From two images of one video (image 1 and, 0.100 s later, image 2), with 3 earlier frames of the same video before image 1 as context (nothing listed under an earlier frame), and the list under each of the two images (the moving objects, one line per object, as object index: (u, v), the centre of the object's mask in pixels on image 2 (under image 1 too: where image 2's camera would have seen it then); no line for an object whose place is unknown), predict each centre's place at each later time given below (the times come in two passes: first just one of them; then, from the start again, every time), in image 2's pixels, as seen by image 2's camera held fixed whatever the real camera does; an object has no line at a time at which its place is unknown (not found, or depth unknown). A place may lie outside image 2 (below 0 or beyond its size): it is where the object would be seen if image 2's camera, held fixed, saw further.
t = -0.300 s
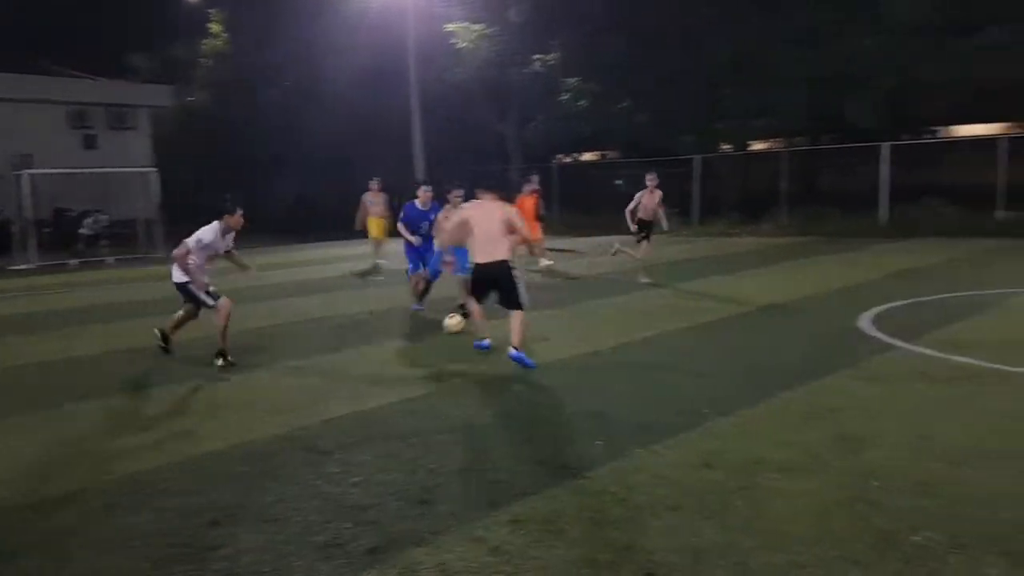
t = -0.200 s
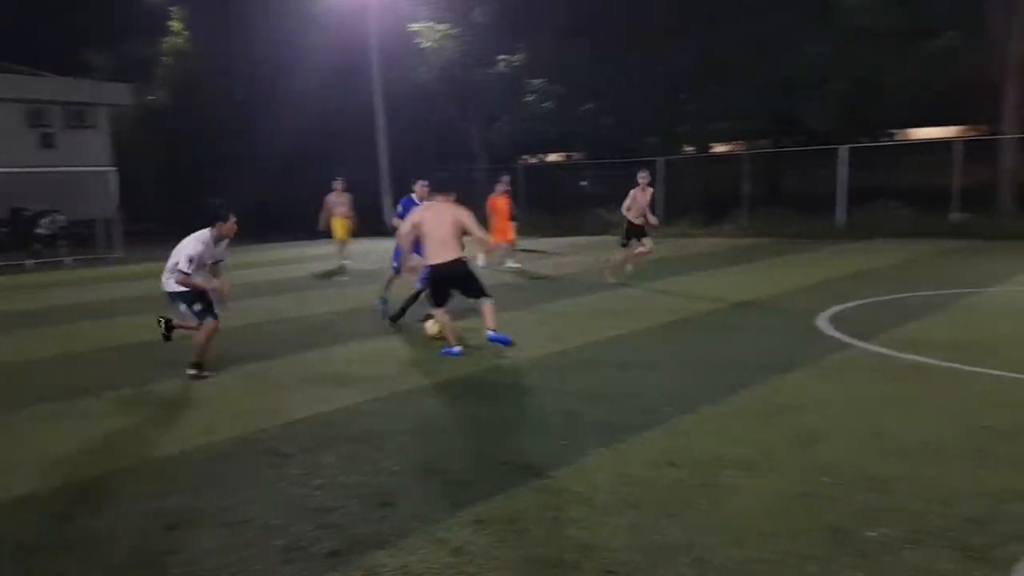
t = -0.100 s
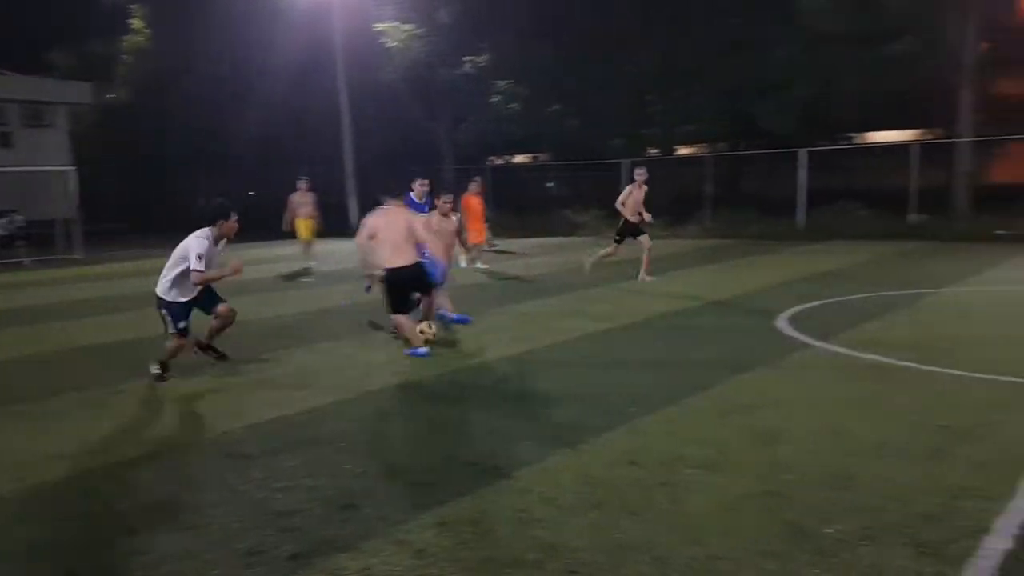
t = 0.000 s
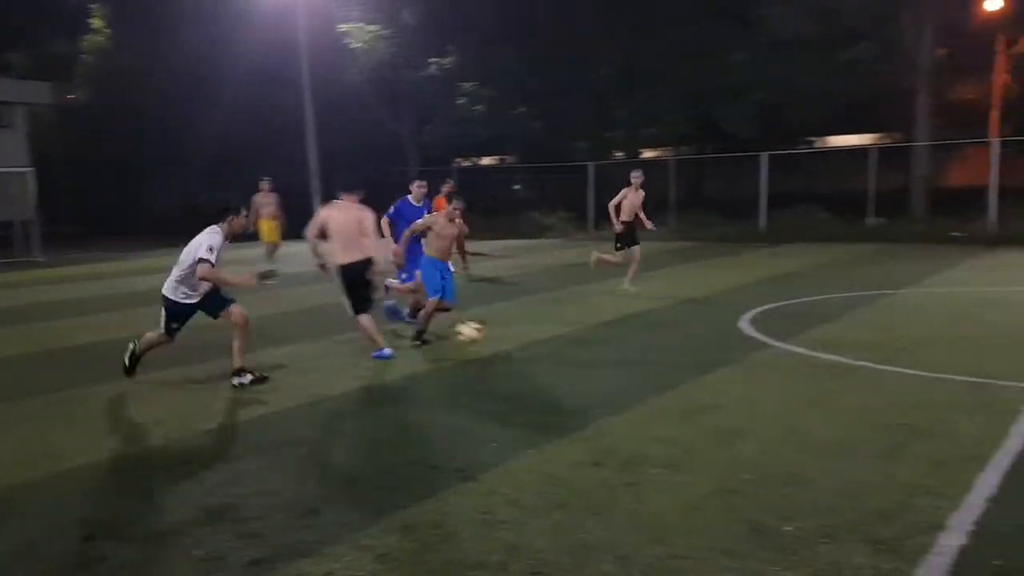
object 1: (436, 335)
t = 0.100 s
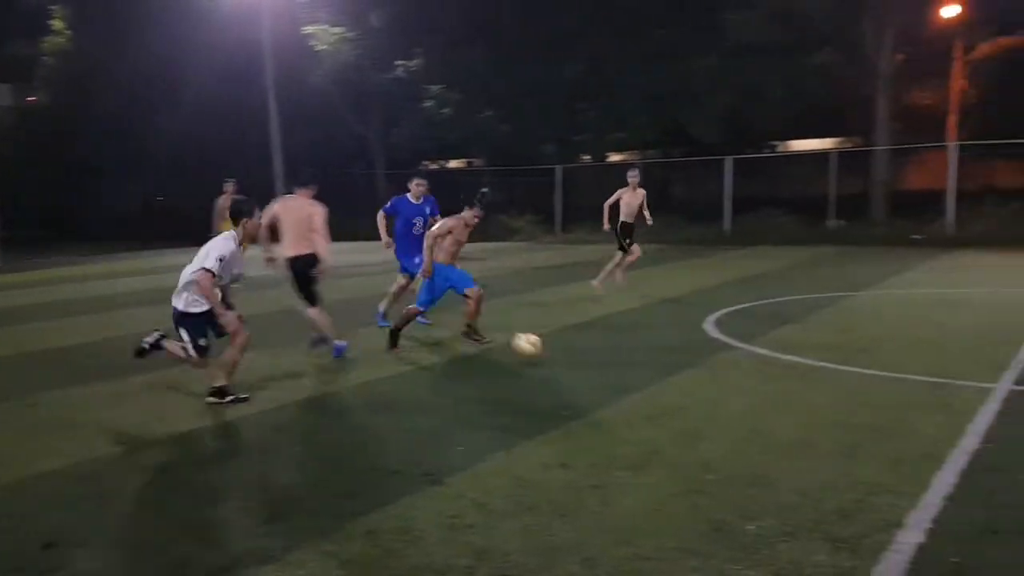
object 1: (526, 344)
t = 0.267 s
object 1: (705, 368)
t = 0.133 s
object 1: (560, 350)
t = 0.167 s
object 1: (595, 357)
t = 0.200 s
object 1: (632, 365)
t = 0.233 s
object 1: (668, 366)
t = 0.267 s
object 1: (705, 368)
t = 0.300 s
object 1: (744, 372)
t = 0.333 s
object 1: (785, 378)
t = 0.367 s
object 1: (831, 386)
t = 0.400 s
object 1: (877, 393)
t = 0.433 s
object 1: (921, 394)
